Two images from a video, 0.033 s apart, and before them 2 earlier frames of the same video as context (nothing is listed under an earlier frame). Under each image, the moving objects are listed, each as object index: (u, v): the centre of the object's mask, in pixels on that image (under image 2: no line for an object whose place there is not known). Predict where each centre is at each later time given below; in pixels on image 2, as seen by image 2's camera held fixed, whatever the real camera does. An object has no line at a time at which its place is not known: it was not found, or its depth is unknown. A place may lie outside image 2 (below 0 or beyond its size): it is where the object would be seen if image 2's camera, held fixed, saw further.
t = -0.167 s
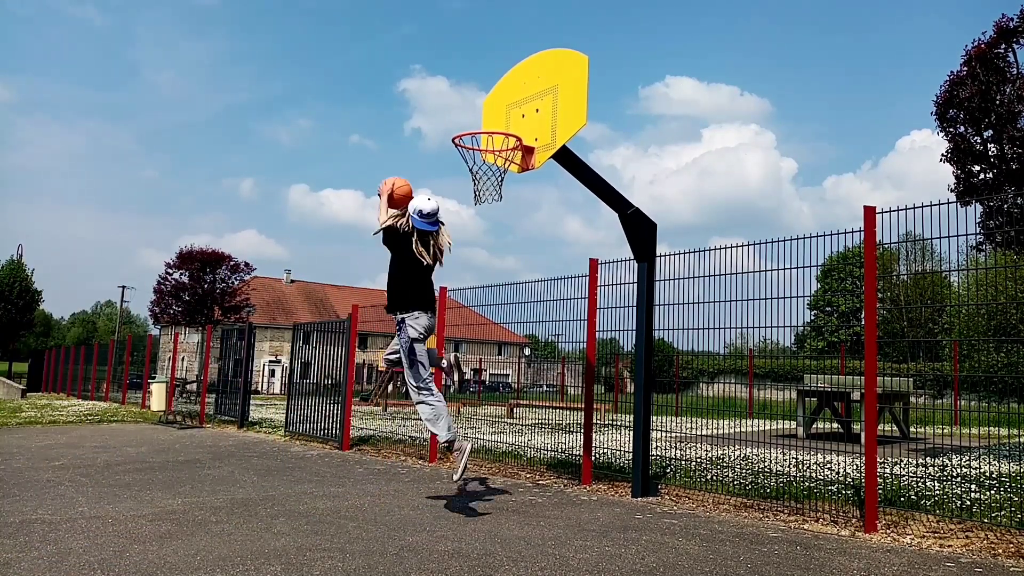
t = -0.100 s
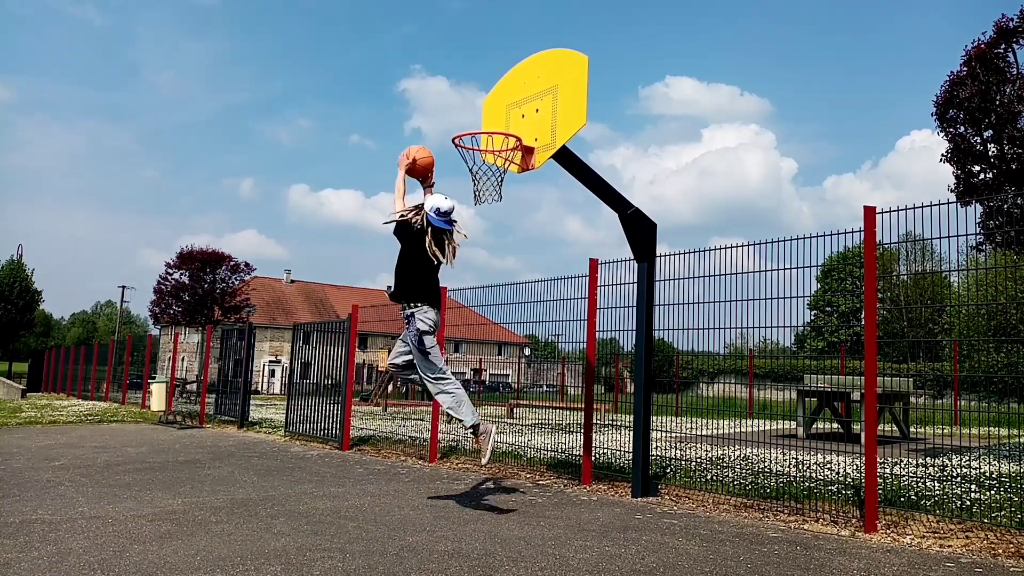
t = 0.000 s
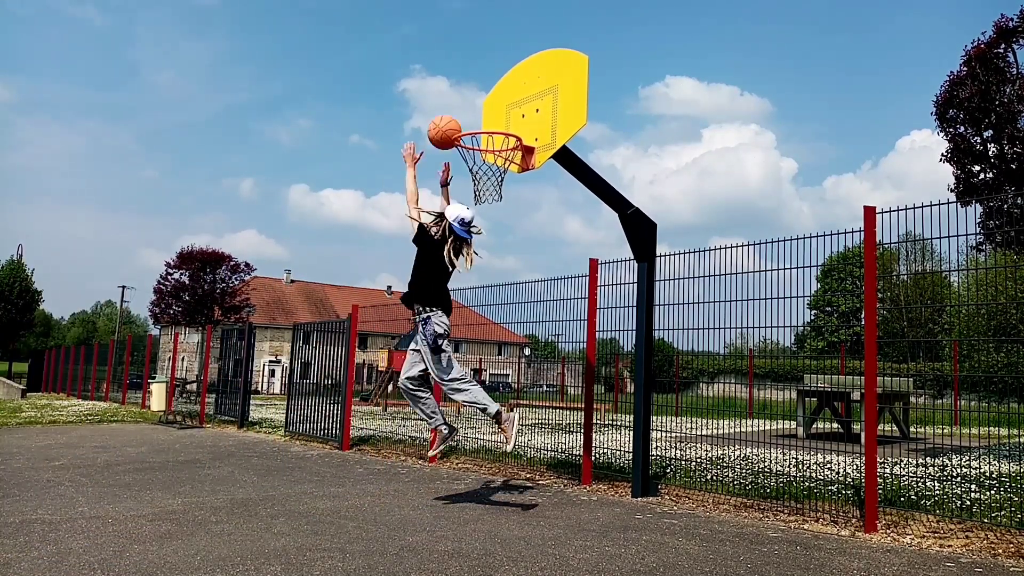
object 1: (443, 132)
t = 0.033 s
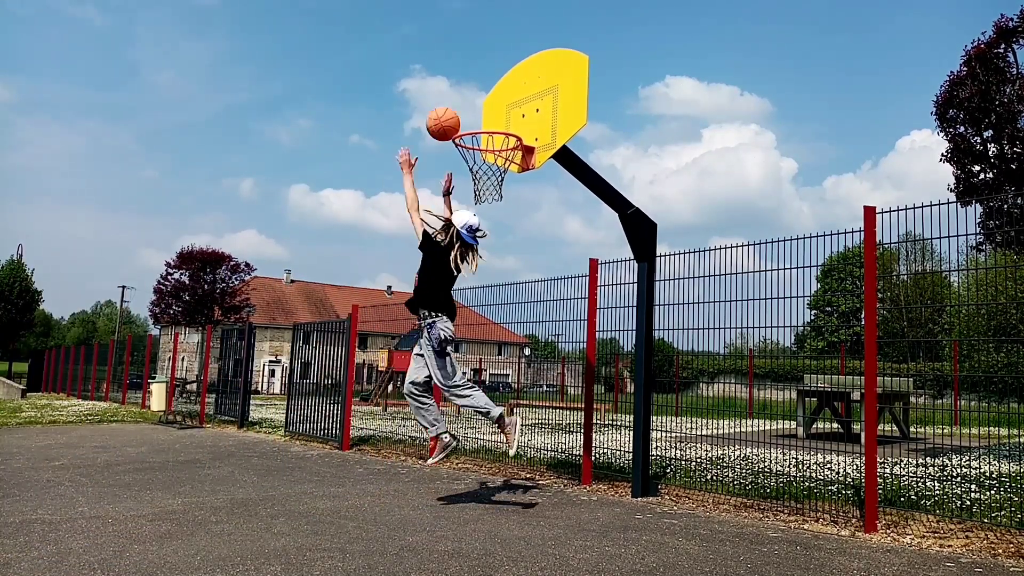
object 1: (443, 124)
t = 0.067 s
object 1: (441, 117)
